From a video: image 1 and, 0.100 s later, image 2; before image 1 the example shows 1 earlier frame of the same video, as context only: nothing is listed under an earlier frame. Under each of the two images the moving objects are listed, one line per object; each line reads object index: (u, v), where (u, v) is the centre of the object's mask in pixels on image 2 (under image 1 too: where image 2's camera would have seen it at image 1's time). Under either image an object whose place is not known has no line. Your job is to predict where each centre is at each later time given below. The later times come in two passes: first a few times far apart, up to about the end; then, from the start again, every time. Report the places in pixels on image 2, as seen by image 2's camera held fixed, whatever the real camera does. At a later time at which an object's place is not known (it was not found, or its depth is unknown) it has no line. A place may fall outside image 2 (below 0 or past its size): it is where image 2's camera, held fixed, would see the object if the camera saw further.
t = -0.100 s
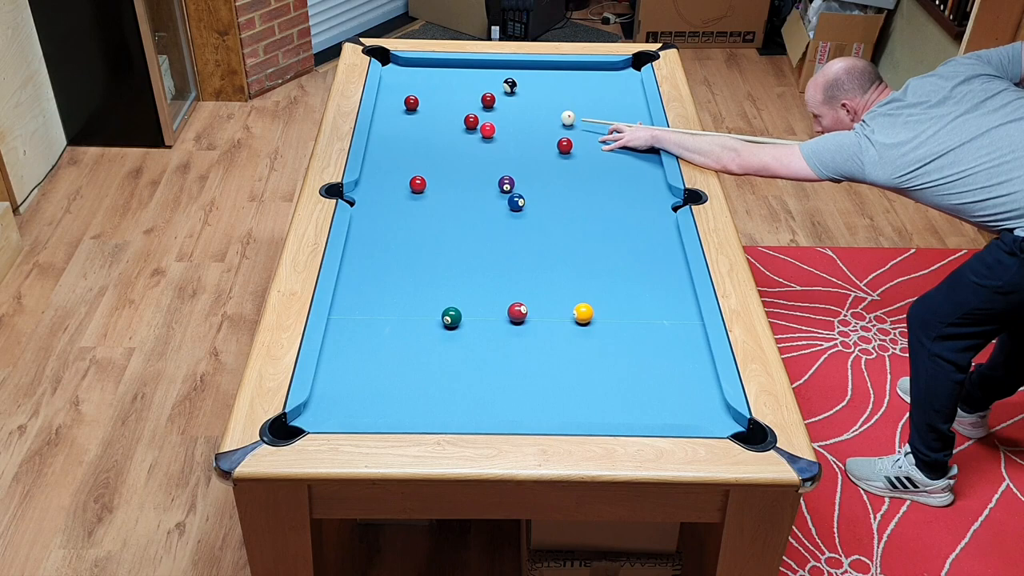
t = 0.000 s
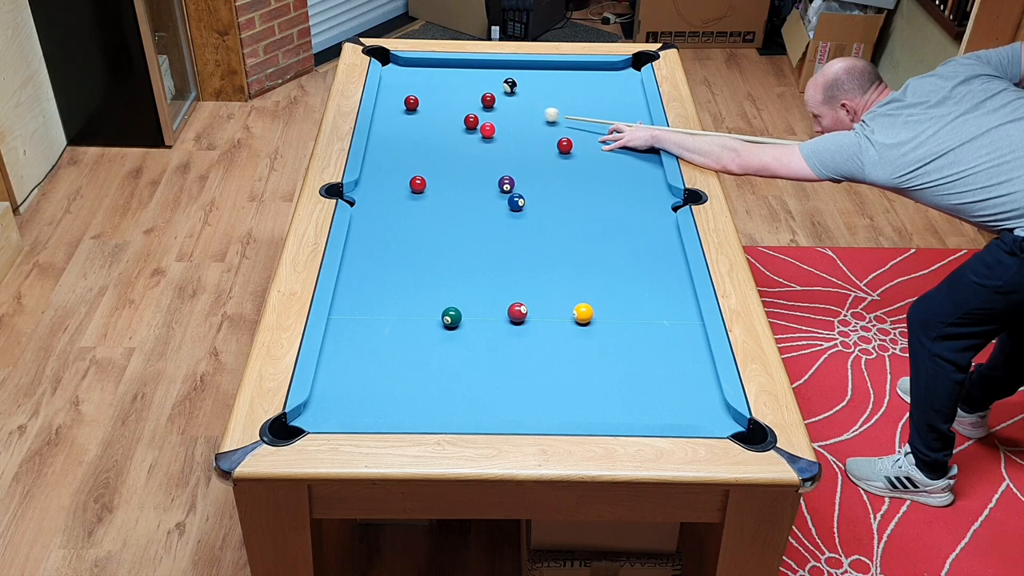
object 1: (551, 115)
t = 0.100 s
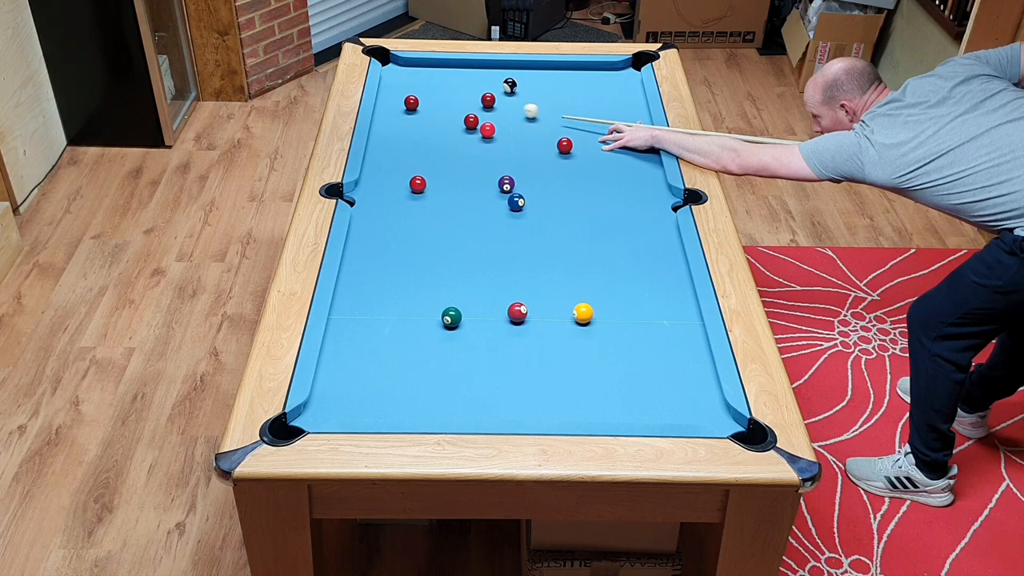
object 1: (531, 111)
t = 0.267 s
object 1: (499, 105)
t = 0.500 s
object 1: (486, 108)
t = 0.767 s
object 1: (471, 109)
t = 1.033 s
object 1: (458, 114)
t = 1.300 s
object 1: (446, 116)
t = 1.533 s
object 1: (437, 118)
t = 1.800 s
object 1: (428, 119)
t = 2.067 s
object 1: (422, 120)
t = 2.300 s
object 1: (417, 121)
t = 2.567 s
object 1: (414, 121)
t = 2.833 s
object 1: (412, 121)
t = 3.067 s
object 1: (412, 121)
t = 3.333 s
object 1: (412, 121)
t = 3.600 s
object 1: (412, 121)
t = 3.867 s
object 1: (412, 121)
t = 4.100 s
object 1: (412, 121)
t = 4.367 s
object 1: (412, 121)
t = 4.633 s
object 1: (412, 121)
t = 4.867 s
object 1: (412, 121)
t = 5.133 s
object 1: (412, 121)
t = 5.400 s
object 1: (412, 121)
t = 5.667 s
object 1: (412, 121)
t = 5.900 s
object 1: (412, 121)
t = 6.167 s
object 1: (412, 121)
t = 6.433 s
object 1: (412, 121)
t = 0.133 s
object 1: (524, 110)
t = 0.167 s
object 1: (518, 108)
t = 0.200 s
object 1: (511, 107)
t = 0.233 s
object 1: (505, 106)
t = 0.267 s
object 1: (499, 105)
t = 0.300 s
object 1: (498, 106)
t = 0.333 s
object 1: (496, 106)
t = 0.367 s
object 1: (494, 107)
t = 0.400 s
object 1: (492, 107)
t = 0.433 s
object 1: (490, 107)
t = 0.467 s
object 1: (488, 108)
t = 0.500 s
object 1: (486, 108)
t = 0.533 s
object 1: (484, 109)
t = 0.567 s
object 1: (482, 109)
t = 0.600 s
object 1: (480, 109)
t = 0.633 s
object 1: (479, 109)
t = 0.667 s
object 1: (477, 109)
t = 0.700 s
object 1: (475, 109)
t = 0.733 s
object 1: (473, 109)
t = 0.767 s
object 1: (471, 109)
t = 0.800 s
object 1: (469, 109)
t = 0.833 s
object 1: (467, 110)
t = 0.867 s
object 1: (465, 111)
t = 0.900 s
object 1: (463, 112)
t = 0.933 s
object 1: (462, 112)
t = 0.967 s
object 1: (460, 113)
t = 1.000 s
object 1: (459, 113)
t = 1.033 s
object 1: (458, 114)
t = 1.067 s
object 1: (456, 114)
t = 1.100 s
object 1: (454, 115)
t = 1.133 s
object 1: (453, 115)
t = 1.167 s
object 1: (452, 115)
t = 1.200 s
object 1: (450, 115)
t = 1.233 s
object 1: (449, 116)
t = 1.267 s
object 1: (447, 116)
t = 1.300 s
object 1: (446, 116)
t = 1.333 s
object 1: (444, 116)
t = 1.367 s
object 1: (443, 117)
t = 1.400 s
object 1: (442, 117)
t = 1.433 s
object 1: (440, 117)
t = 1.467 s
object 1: (439, 117)
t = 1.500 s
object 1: (438, 117)
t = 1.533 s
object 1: (437, 118)
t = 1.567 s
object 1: (436, 118)
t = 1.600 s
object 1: (434, 118)
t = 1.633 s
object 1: (433, 118)
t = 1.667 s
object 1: (432, 118)
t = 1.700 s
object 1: (431, 118)
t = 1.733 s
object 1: (430, 119)
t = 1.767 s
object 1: (429, 119)
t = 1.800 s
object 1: (428, 119)
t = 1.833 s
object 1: (427, 119)
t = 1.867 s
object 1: (426, 119)
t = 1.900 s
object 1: (426, 119)
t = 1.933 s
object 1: (425, 120)
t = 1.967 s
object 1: (424, 120)
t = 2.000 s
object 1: (423, 120)
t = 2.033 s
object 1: (422, 120)
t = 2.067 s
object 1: (422, 120)
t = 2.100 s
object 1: (421, 120)
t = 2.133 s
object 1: (420, 120)
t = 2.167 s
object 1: (419, 120)
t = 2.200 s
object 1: (419, 120)
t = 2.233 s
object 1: (418, 120)
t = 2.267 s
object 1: (418, 121)
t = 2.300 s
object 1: (417, 121)
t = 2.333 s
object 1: (417, 121)
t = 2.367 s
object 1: (416, 121)
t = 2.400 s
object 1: (416, 121)
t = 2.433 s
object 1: (415, 121)
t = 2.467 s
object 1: (415, 121)
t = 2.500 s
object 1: (414, 121)
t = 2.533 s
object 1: (414, 121)
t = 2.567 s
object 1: (414, 121)
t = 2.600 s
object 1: (414, 121)
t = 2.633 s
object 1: (413, 121)
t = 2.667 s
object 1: (413, 121)
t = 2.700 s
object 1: (413, 121)
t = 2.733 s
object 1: (413, 121)
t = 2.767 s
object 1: (413, 121)
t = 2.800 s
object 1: (413, 121)
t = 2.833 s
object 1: (412, 121)
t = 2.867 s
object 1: (412, 121)
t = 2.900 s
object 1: (412, 121)
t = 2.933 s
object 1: (412, 121)
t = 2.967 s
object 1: (412, 121)
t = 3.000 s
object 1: (412, 121)
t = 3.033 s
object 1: (412, 121)
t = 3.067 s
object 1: (412, 121)
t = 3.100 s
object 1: (412, 121)
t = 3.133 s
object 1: (412, 121)
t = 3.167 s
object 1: (412, 121)
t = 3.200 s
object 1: (412, 121)
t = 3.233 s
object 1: (412, 121)
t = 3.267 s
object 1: (412, 121)
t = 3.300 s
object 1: (412, 121)
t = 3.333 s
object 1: (412, 121)
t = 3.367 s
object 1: (412, 121)
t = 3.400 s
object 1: (412, 121)
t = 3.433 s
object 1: (412, 121)
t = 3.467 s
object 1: (412, 121)
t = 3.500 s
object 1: (412, 121)
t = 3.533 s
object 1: (412, 121)
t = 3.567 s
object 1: (412, 121)
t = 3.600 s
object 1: (412, 121)
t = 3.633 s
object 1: (412, 121)
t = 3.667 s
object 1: (412, 121)
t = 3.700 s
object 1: (412, 121)
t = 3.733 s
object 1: (412, 121)
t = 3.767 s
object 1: (412, 121)
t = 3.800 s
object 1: (412, 121)
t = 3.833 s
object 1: (412, 121)
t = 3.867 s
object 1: (412, 121)
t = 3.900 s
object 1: (412, 121)
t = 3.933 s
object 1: (412, 121)
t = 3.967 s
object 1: (412, 121)
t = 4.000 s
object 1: (412, 121)
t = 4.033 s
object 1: (412, 121)
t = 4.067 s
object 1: (412, 121)
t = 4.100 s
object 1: (412, 121)
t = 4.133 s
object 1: (412, 121)
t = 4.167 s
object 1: (412, 121)
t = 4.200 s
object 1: (412, 121)
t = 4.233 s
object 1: (412, 121)
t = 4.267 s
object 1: (412, 121)
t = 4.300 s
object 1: (412, 121)
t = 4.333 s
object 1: (412, 121)
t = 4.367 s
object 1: (412, 121)
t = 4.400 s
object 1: (412, 121)
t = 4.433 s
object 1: (412, 121)
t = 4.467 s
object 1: (412, 121)
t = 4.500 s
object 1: (412, 121)
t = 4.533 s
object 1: (412, 121)
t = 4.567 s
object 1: (412, 121)
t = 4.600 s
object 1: (412, 121)
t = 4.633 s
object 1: (412, 121)
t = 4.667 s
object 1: (412, 121)
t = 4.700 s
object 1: (412, 121)
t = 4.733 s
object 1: (412, 121)
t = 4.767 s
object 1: (412, 121)
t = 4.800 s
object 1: (412, 121)
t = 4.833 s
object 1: (412, 121)
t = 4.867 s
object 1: (412, 121)
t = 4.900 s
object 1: (412, 121)
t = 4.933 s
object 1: (412, 121)
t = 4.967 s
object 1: (412, 121)
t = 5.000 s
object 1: (412, 121)
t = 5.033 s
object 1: (412, 121)
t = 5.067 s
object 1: (412, 121)
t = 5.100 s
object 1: (412, 121)
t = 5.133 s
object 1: (412, 121)
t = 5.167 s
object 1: (412, 121)
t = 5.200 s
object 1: (412, 121)
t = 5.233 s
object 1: (412, 121)
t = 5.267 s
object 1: (412, 121)
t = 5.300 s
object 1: (412, 121)
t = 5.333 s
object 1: (412, 121)
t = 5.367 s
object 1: (412, 121)
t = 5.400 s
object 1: (412, 121)
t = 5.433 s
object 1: (412, 121)
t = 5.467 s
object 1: (412, 121)
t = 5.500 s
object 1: (412, 121)
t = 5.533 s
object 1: (412, 121)
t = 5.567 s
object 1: (412, 121)
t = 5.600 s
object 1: (412, 121)
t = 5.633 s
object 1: (412, 121)
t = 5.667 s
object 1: (412, 121)
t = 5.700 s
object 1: (412, 121)
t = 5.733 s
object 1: (412, 121)
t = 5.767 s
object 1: (412, 121)
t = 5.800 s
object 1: (412, 121)
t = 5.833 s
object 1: (412, 121)
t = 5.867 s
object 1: (412, 121)
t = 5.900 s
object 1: (412, 121)
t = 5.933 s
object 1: (412, 121)
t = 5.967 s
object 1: (412, 121)
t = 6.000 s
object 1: (412, 121)
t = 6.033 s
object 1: (412, 121)
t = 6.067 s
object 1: (412, 121)
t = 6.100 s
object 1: (412, 121)
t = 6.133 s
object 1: (412, 121)
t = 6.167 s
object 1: (412, 121)
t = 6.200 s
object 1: (412, 121)
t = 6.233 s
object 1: (412, 121)
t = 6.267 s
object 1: (412, 121)
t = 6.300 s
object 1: (412, 121)
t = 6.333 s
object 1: (412, 121)
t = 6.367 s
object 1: (412, 121)
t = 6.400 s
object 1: (412, 121)
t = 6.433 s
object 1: (412, 121)
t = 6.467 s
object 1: (412, 121)
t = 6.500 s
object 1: (412, 121)
